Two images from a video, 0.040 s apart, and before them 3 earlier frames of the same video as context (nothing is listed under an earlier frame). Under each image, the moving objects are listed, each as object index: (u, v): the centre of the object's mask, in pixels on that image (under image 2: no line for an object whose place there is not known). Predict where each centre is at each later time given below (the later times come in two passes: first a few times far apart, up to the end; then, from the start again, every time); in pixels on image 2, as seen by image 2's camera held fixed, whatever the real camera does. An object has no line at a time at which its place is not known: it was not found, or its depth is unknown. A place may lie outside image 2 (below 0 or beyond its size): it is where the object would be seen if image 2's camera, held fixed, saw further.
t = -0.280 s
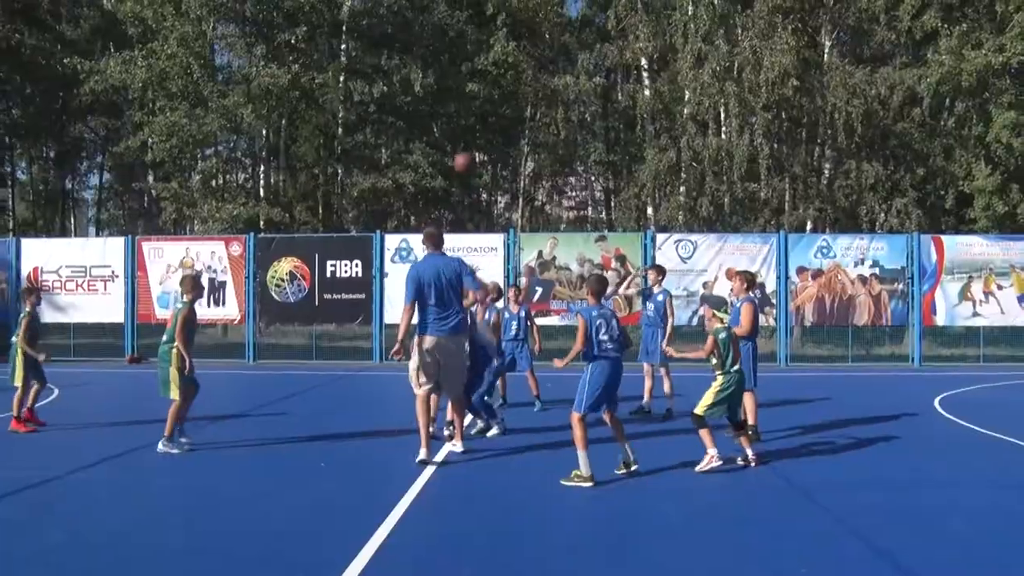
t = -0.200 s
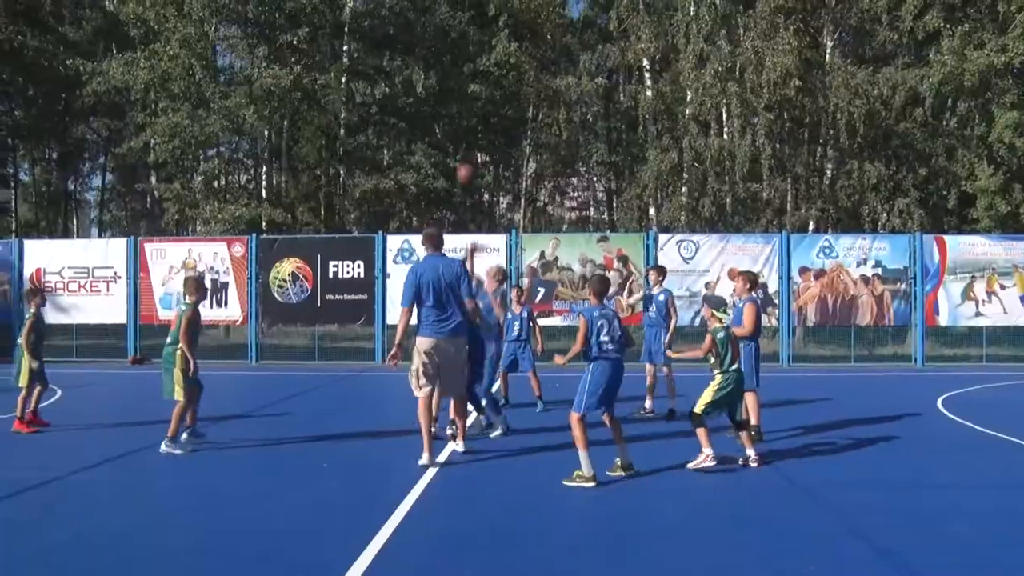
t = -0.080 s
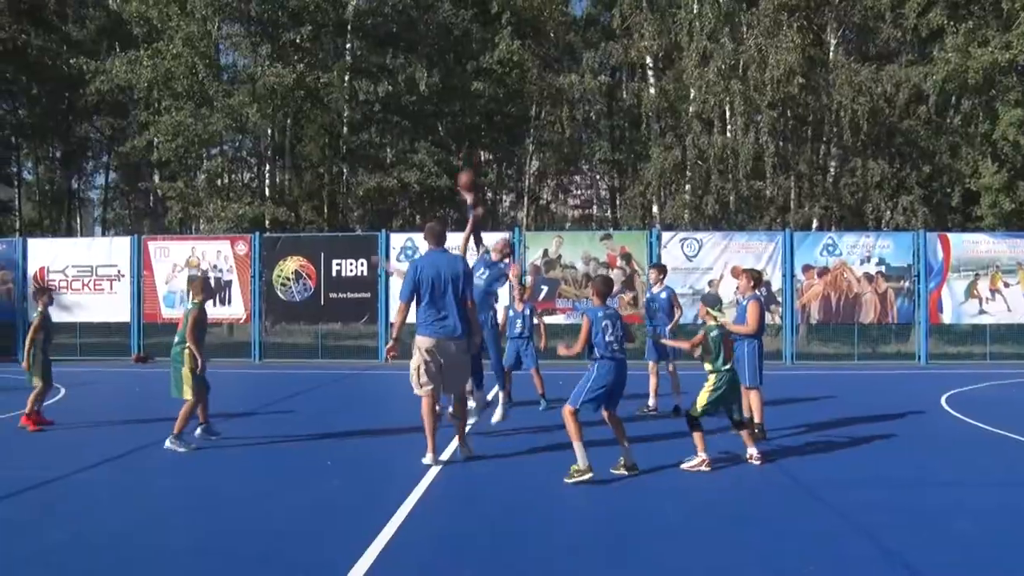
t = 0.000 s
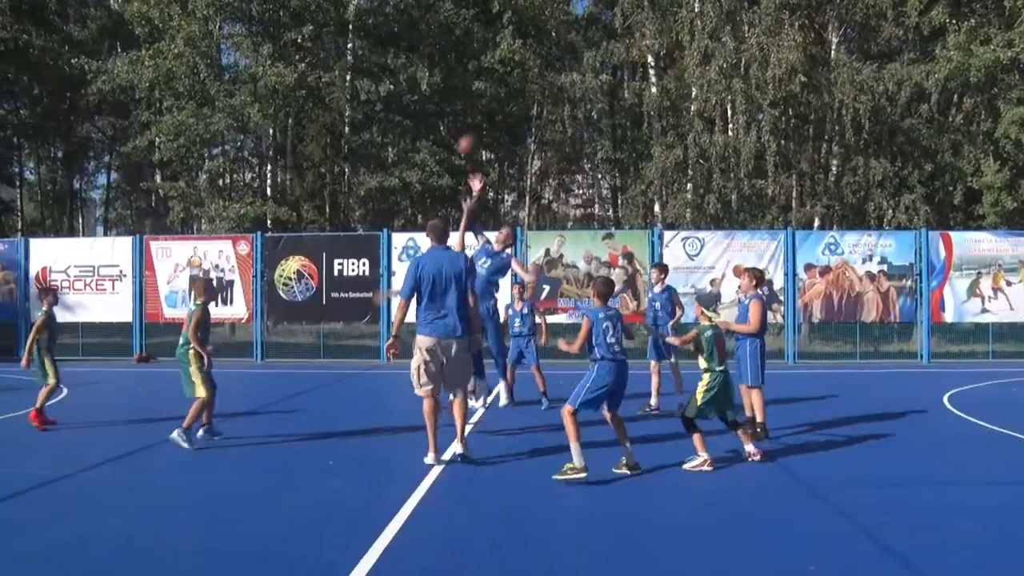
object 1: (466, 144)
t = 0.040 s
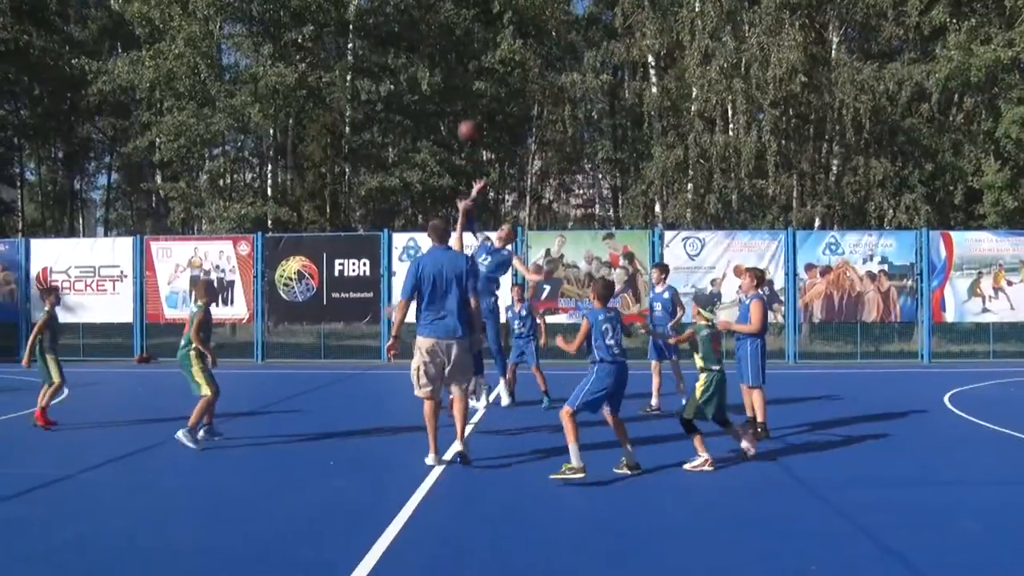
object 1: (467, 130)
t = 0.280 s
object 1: (464, 65)
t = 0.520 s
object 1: (464, 54)
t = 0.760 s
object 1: (460, 114)
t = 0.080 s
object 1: (467, 115)
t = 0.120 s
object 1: (466, 103)
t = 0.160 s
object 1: (465, 92)
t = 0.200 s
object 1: (466, 83)
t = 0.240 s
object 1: (466, 73)
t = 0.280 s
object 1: (464, 65)
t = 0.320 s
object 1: (465, 59)
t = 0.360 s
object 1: (465, 56)
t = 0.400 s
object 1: (464, 53)
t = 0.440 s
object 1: (464, 53)
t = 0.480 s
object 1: (463, 52)
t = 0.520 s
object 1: (464, 54)
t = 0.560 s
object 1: (463, 58)
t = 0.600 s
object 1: (462, 65)
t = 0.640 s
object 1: (463, 74)
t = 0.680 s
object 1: (462, 84)
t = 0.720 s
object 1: (460, 99)
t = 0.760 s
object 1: (460, 114)
